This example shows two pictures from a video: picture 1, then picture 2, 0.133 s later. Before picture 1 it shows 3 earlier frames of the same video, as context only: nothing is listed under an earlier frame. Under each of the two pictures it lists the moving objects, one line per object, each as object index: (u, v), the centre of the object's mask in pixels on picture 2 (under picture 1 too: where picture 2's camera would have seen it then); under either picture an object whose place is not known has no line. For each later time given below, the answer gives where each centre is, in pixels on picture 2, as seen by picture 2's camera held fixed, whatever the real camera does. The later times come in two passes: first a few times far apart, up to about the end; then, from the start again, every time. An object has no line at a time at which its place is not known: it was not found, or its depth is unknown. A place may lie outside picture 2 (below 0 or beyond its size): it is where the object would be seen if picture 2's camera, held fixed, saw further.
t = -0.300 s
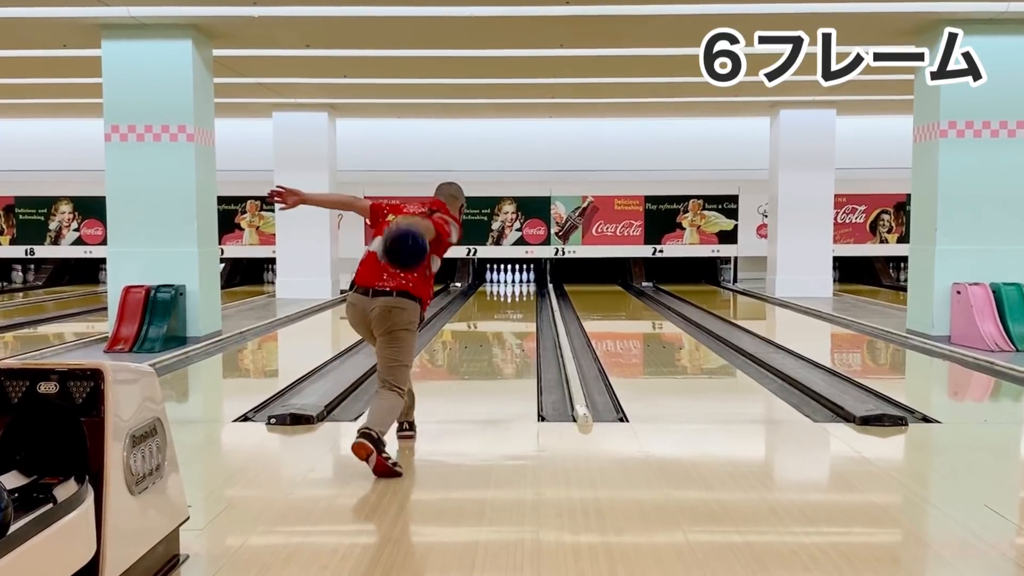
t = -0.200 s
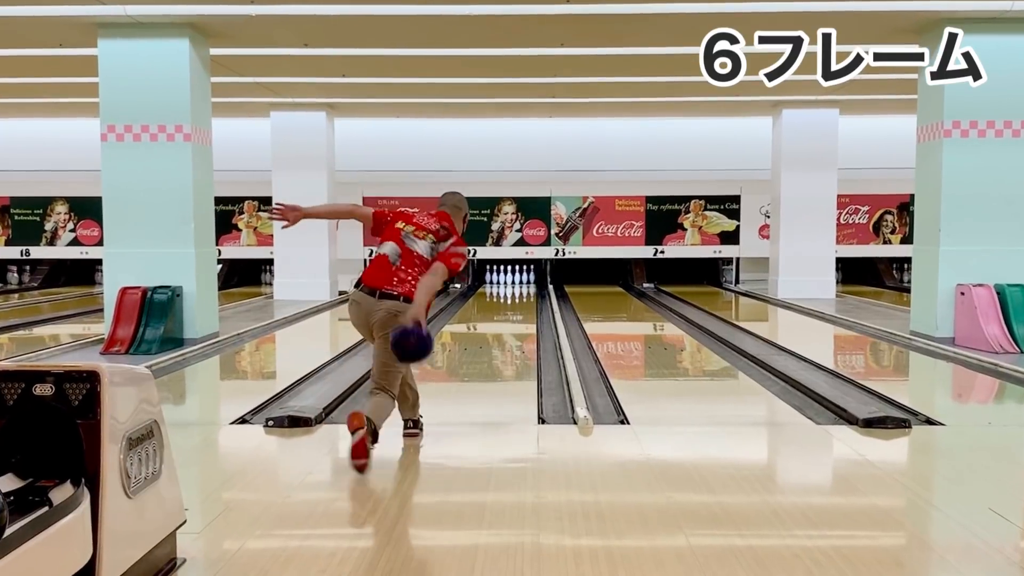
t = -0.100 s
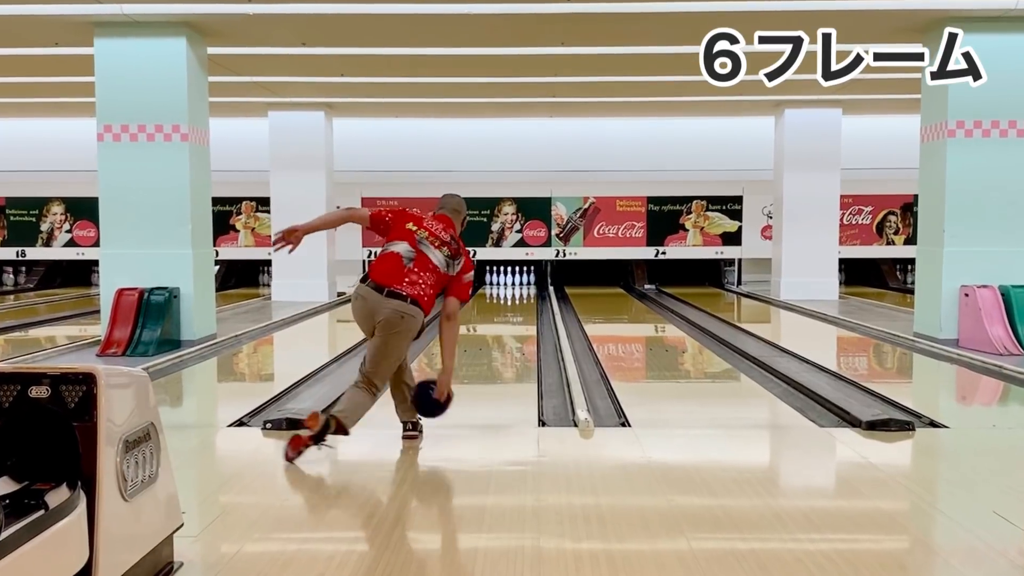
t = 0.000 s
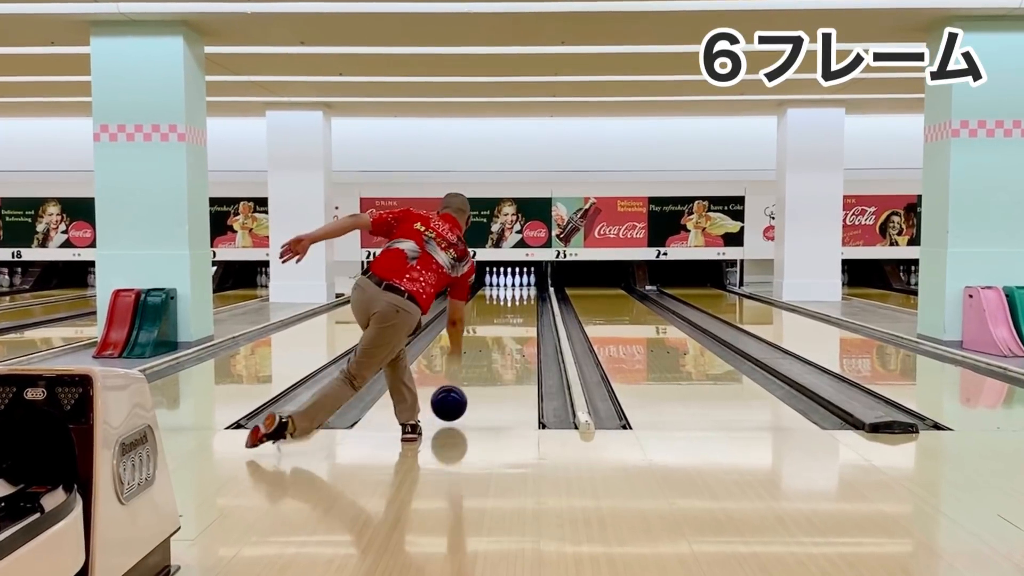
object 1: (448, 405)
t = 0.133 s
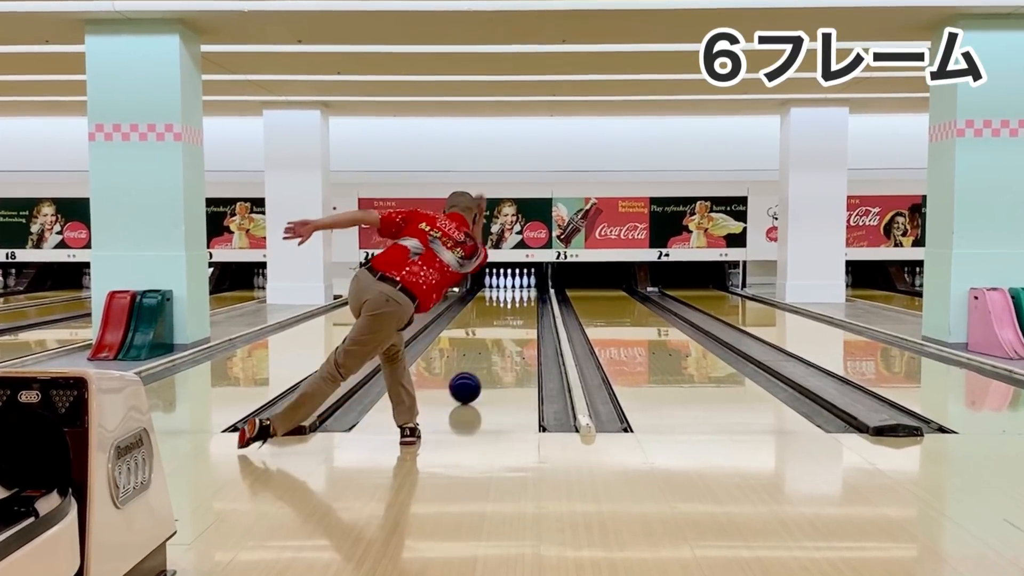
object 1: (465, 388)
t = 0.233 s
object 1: (475, 376)
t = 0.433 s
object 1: (491, 358)
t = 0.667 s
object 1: (504, 340)
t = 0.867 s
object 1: (512, 329)
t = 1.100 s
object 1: (519, 319)
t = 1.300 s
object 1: (522, 312)
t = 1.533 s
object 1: (524, 304)
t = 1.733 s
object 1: (524, 299)
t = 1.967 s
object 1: (523, 295)
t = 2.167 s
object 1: (520, 291)
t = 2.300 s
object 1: (515, 288)
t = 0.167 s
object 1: (468, 383)
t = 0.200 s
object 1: (472, 379)
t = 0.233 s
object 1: (475, 376)
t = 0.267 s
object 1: (478, 372)
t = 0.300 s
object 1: (481, 369)
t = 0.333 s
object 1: (483, 366)
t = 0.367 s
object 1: (486, 363)
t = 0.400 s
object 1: (488, 360)
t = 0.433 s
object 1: (491, 358)
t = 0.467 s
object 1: (493, 355)
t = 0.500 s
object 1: (495, 352)
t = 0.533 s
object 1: (497, 349)
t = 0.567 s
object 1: (501, 347)
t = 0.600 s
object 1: (500, 345)
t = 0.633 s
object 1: (502, 342)
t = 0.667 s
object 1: (504, 340)
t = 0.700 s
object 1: (505, 338)
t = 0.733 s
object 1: (507, 336)
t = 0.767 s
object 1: (508, 334)
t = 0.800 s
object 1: (509, 333)
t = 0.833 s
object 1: (511, 331)
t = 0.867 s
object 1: (512, 329)
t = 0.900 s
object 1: (513, 328)
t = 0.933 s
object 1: (514, 326)
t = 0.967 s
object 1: (515, 325)
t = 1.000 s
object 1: (516, 324)
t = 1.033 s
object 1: (517, 322)
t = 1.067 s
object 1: (518, 320)
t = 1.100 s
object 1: (519, 319)
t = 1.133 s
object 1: (520, 318)
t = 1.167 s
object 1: (520, 316)
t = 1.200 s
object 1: (521, 315)
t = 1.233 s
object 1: (521, 314)
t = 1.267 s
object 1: (522, 313)
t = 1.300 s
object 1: (522, 312)
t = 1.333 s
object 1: (523, 311)
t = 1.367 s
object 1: (523, 309)
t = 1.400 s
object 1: (524, 308)
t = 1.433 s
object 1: (524, 307)
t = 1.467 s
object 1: (524, 306)
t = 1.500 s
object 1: (524, 305)
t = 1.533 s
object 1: (524, 304)
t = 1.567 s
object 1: (524, 304)
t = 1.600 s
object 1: (524, 302)
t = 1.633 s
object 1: (524, 302)
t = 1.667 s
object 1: (524, 301)
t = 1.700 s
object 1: (524, 300)
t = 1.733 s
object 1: (524, 299)
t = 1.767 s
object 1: (524, 299)
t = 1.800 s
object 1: (524, 298)
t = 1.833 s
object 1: (524, 297)
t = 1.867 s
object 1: (524, 297)
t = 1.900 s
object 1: (524, 296)
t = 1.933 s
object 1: (524, 295)
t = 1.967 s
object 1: (523, 295)
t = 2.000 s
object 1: (523, 294)
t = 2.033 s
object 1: (523, 293)
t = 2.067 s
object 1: (522, 292)
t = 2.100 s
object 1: (521, 292)
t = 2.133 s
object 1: (521, 291)
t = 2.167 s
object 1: (520, 291)
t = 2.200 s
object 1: (519, 290)
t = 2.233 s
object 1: (518, 289)
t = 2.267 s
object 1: (517, 289)
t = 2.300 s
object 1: (515, 288)
